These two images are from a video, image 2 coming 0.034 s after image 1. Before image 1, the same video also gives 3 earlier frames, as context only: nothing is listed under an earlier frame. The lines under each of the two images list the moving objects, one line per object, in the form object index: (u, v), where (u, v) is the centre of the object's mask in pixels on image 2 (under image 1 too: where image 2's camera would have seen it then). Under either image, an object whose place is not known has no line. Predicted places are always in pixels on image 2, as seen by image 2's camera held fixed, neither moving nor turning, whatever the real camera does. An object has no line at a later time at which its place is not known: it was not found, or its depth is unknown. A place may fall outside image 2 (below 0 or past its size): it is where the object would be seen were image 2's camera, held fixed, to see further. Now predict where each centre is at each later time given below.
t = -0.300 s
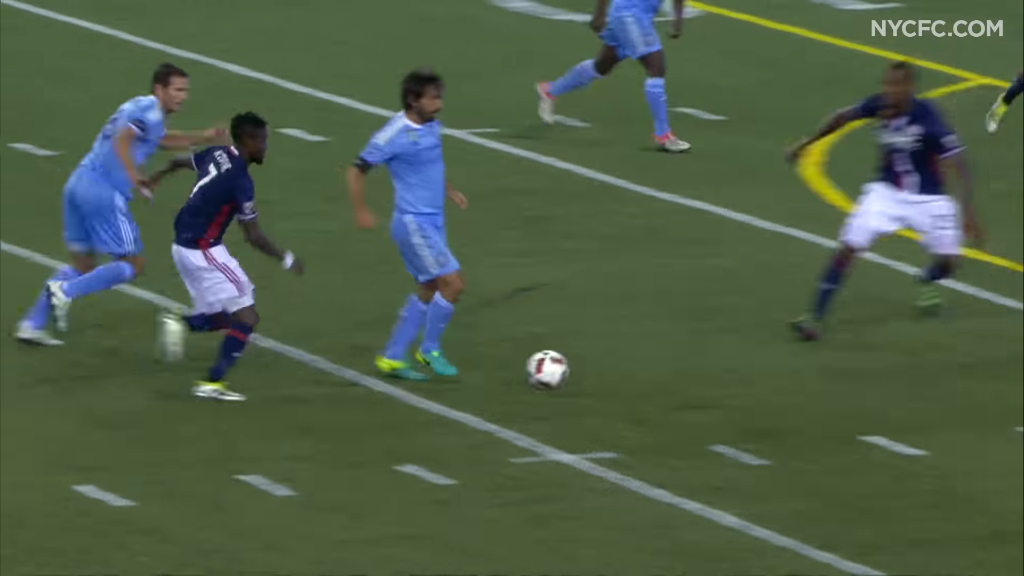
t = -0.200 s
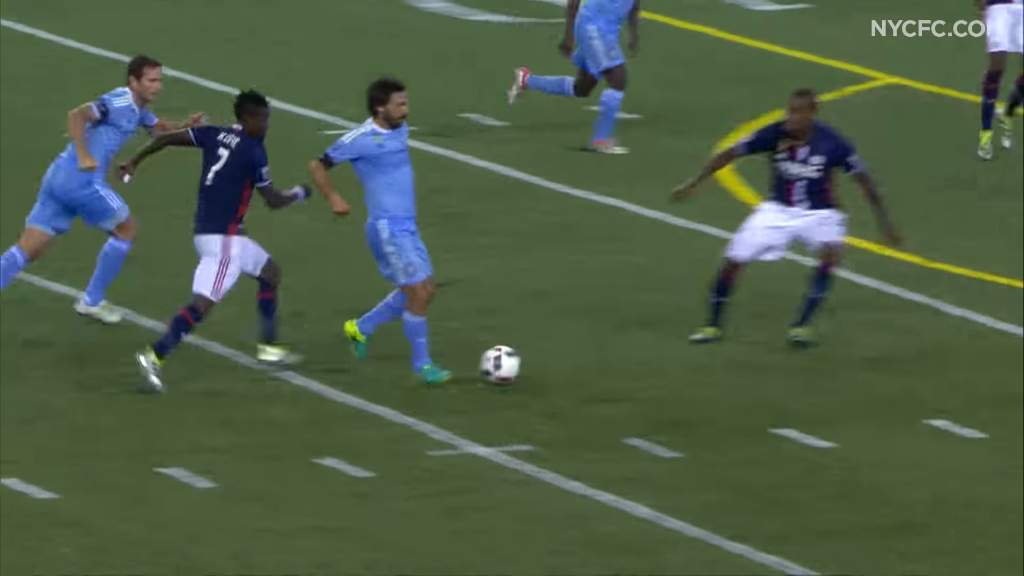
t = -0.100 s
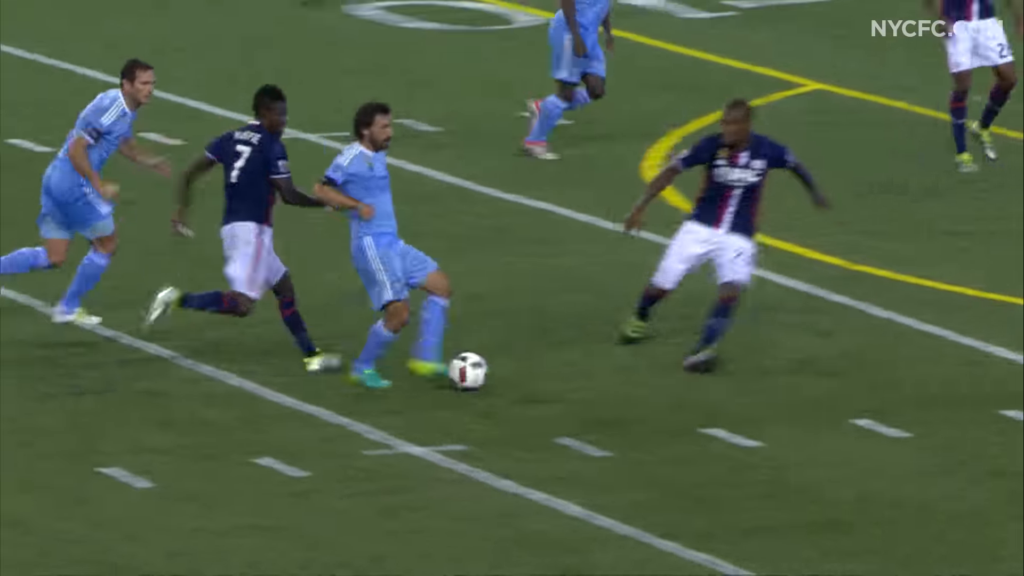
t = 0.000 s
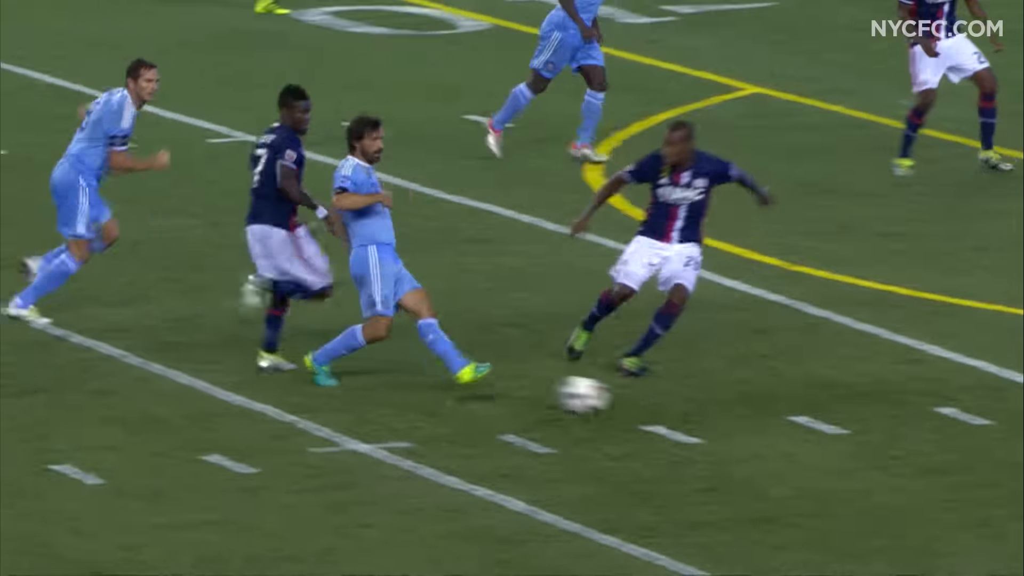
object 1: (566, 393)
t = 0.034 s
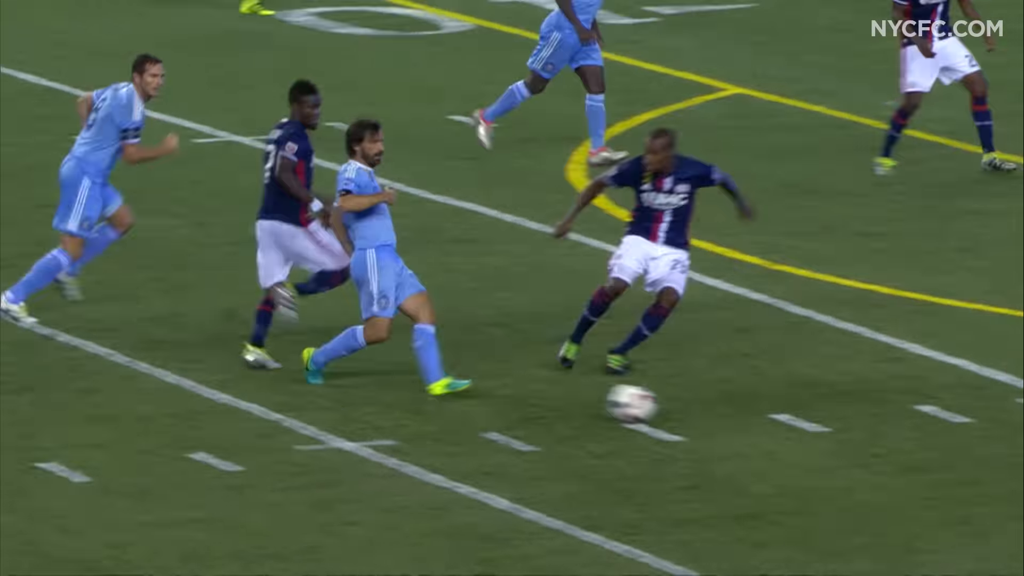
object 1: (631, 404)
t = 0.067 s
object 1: (696, 412)
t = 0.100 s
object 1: (760, 422)
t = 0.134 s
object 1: (824, 433)
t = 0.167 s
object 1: (887, 443)
